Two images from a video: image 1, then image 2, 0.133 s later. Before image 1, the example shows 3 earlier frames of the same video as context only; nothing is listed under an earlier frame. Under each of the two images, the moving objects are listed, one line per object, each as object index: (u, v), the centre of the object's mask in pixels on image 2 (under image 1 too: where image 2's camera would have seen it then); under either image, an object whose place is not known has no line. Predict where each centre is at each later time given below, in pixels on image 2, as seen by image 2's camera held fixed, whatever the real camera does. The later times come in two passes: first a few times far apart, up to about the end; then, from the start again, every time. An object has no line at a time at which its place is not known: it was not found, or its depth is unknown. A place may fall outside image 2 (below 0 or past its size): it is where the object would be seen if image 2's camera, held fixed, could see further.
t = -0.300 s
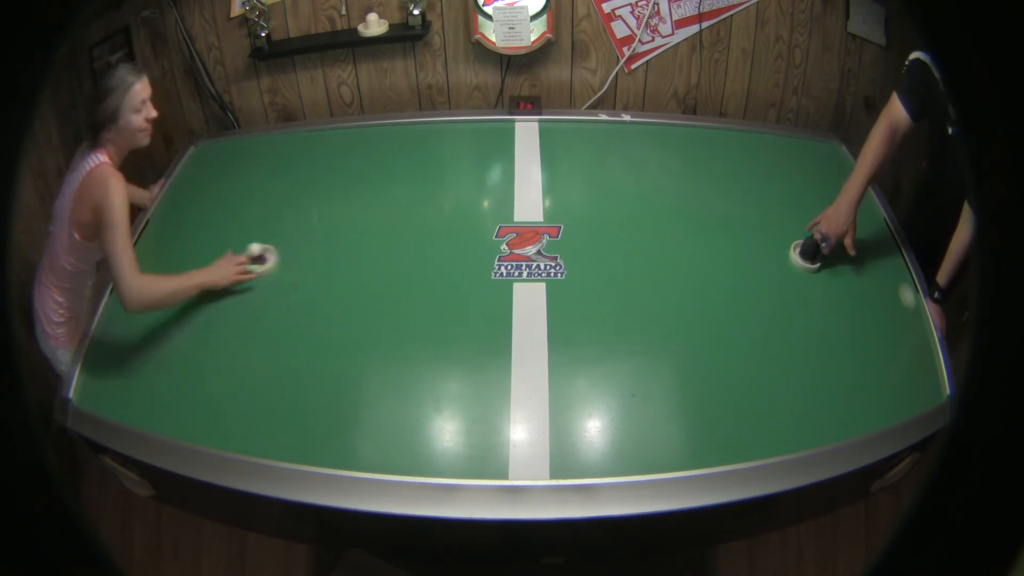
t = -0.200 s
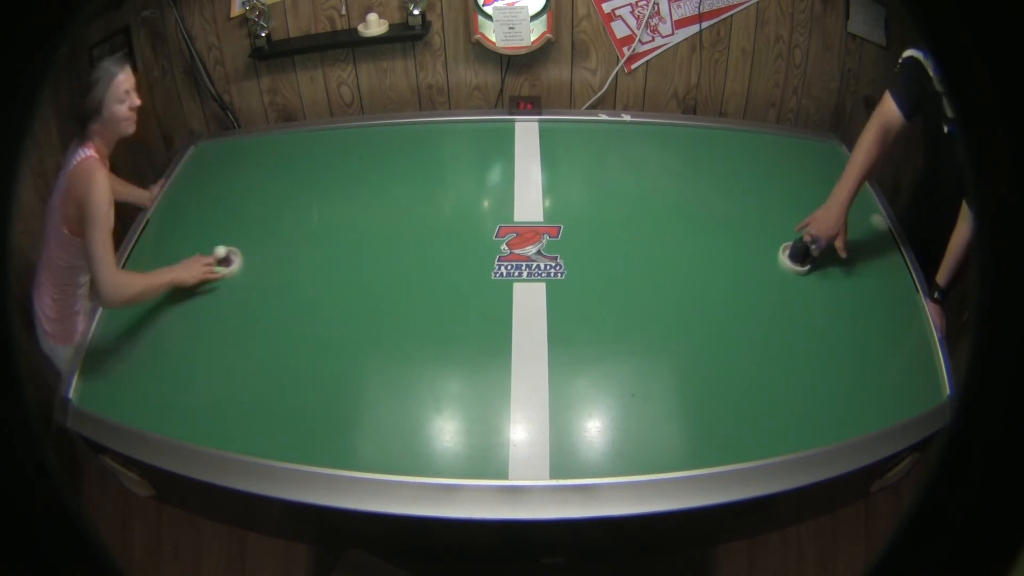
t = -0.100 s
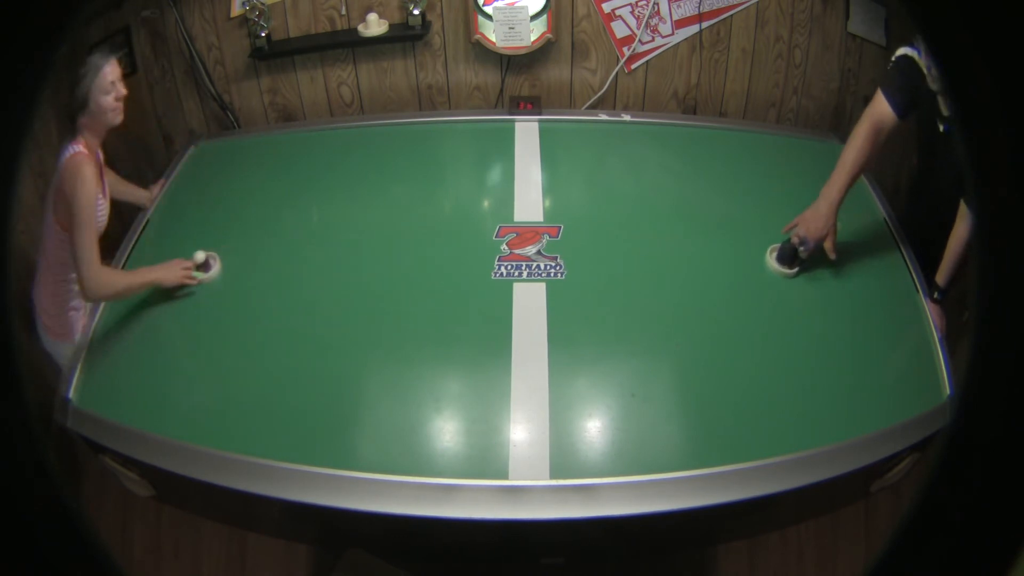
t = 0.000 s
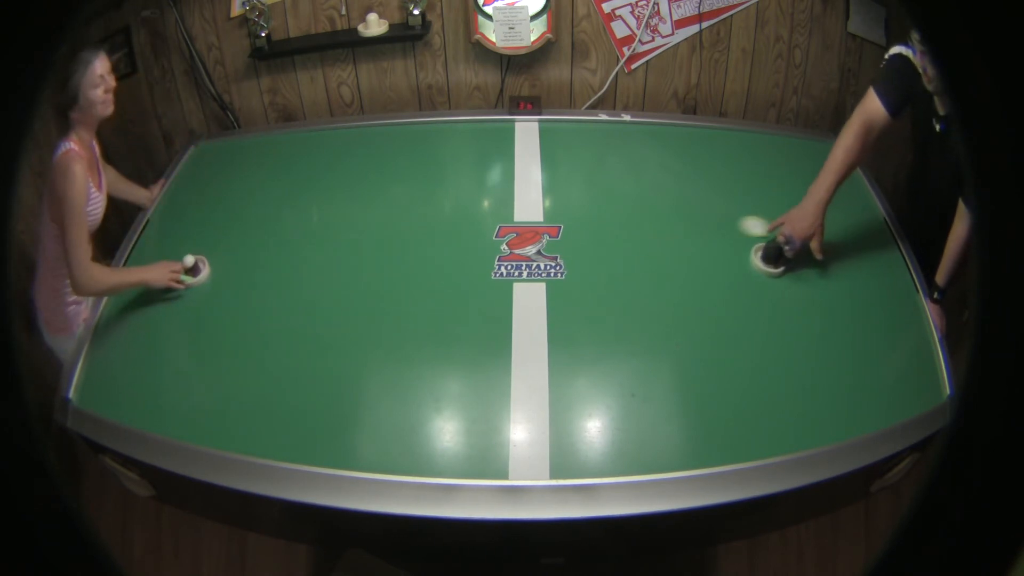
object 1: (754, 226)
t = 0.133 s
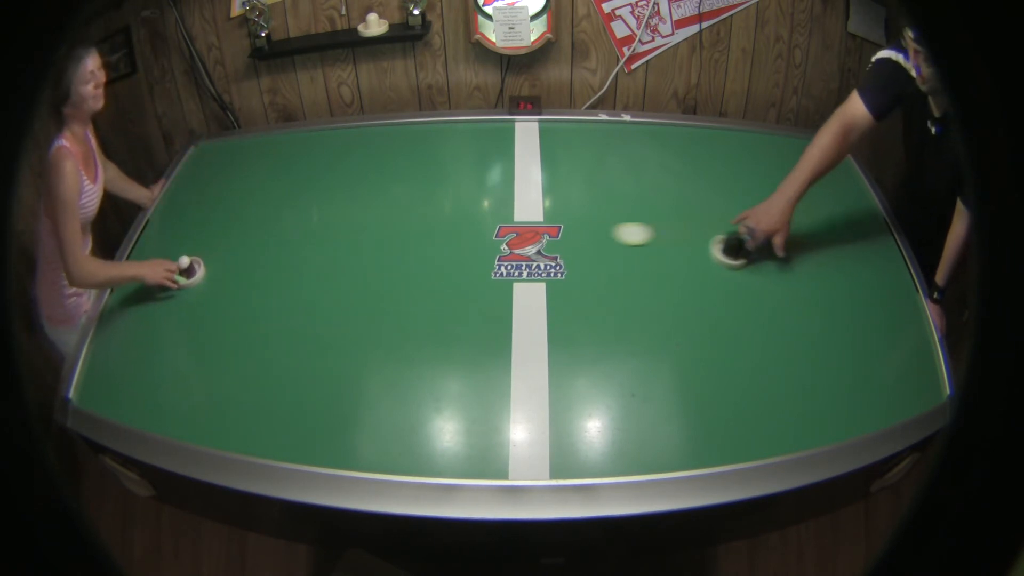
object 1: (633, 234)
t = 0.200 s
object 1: (564, 239)
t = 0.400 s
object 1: (348, 256)
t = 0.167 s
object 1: (598, 236)
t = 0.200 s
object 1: (564, 239)
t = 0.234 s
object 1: (526, 242)
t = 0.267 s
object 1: (486, 245)
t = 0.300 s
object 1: (452, 247)
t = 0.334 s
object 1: (417, 250)
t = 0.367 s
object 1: (381, 253)
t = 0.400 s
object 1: (348, 256)
